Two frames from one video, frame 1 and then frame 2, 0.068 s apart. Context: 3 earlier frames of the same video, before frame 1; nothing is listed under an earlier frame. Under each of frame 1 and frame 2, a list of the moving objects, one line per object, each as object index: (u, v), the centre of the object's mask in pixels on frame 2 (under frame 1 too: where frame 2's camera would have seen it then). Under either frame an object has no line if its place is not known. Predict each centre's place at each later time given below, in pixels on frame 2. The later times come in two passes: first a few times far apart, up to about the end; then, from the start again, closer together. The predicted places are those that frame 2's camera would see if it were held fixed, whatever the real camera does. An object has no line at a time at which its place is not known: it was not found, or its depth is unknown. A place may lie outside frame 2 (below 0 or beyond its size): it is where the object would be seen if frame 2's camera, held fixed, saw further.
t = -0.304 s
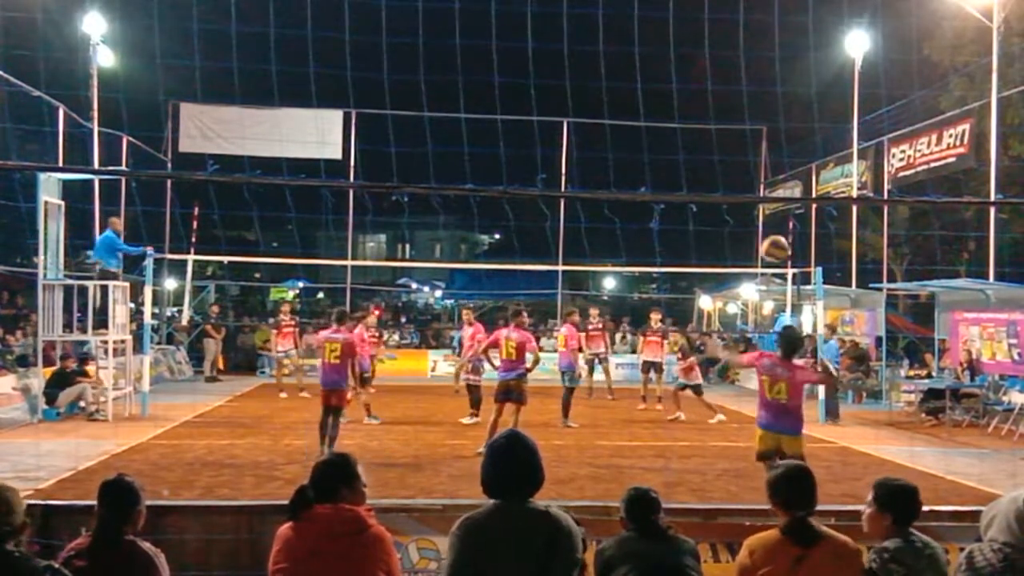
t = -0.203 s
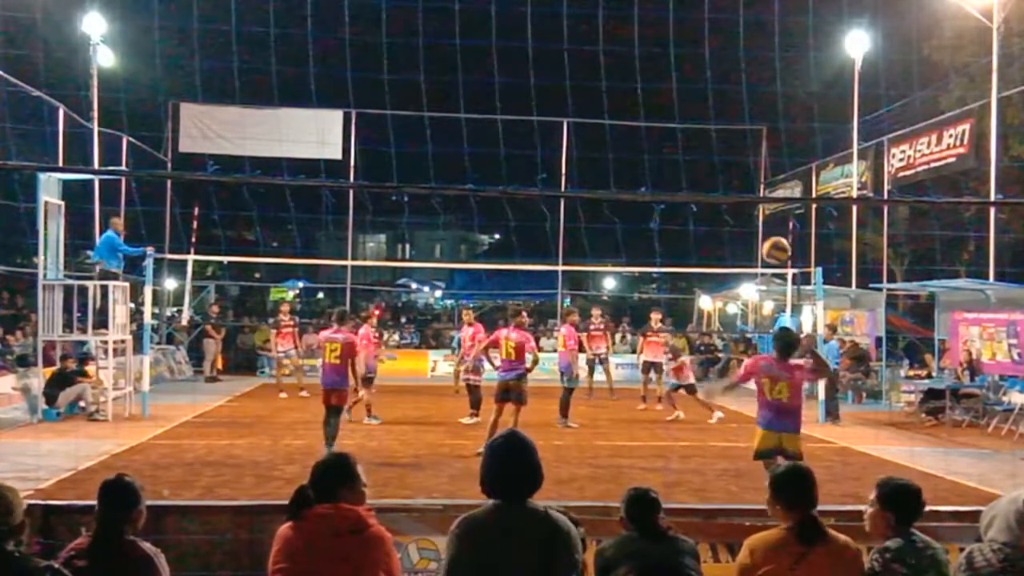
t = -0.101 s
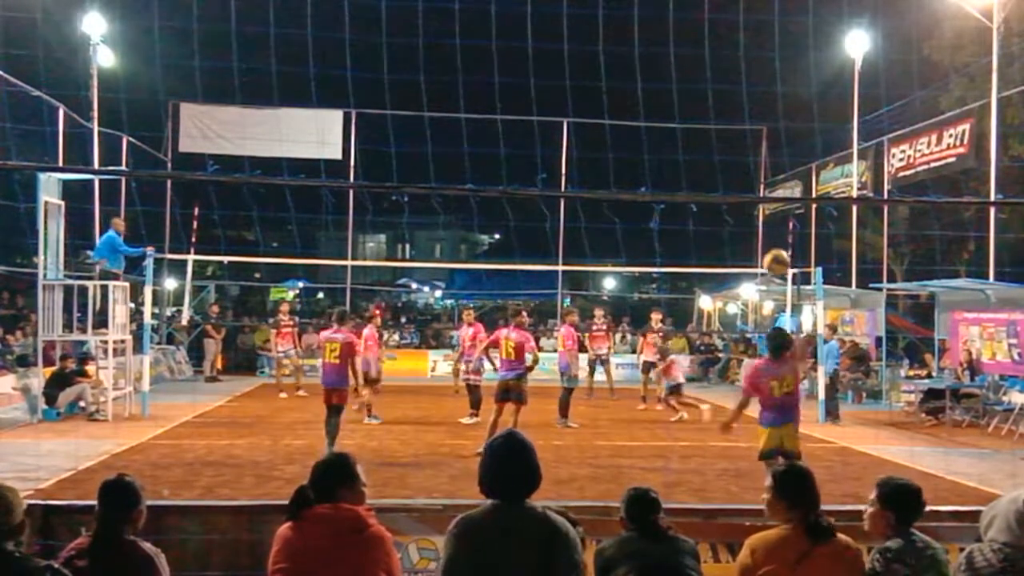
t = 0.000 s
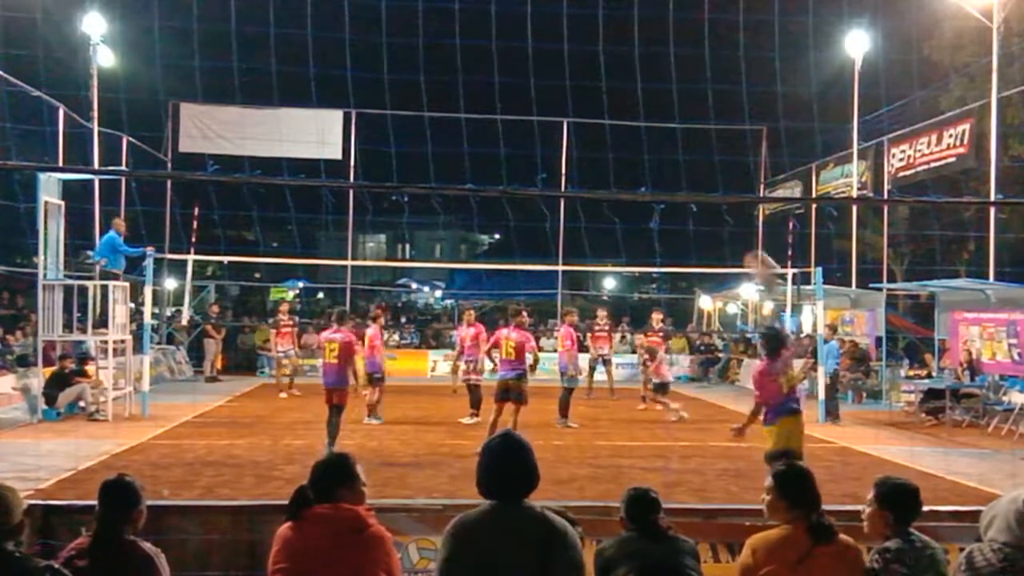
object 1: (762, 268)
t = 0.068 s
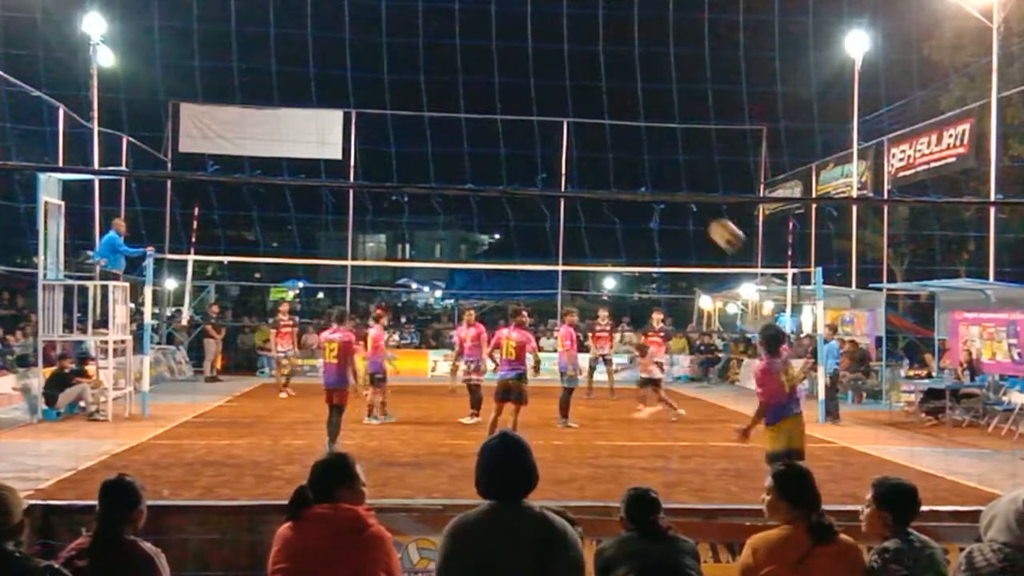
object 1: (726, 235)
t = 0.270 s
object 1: (646, 184)
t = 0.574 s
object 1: (572, 180)
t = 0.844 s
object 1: (529, 214)
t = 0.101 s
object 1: (711, 222)
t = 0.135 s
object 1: (697, 213)
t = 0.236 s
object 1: (656, 186)
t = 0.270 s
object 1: (646, 184)
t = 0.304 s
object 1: (635, 181)
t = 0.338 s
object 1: (625, 179)
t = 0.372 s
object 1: (616, 177)
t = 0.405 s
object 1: (607, 177)
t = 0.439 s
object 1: (599, 177)
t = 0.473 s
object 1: (591, 176)
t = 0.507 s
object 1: (585, 177)
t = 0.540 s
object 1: (578, 179)
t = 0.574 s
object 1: (572, 180)
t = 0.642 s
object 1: (561, 185)
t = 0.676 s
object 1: (555, 187)
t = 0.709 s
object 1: (548, 194)
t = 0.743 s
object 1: (543, 201)
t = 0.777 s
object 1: (539, 204)
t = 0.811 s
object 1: (534, 208)
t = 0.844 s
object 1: (529, 214)
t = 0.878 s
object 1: (525, 221)
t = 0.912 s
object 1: (520, 227)
